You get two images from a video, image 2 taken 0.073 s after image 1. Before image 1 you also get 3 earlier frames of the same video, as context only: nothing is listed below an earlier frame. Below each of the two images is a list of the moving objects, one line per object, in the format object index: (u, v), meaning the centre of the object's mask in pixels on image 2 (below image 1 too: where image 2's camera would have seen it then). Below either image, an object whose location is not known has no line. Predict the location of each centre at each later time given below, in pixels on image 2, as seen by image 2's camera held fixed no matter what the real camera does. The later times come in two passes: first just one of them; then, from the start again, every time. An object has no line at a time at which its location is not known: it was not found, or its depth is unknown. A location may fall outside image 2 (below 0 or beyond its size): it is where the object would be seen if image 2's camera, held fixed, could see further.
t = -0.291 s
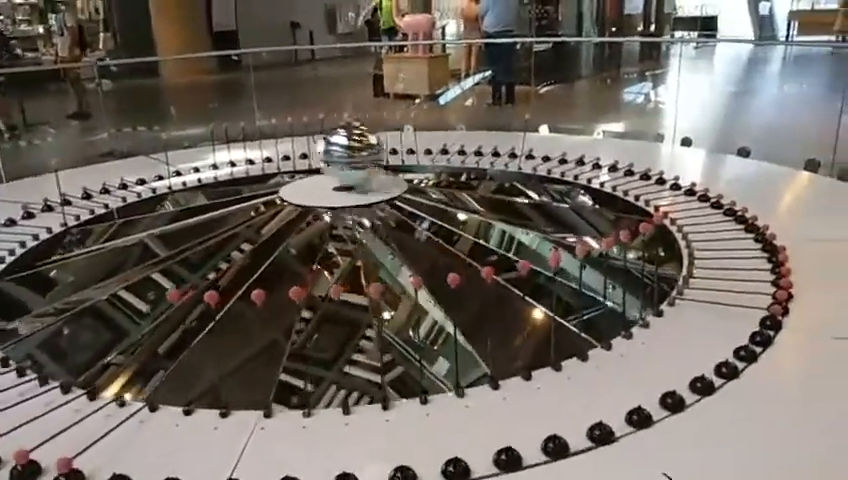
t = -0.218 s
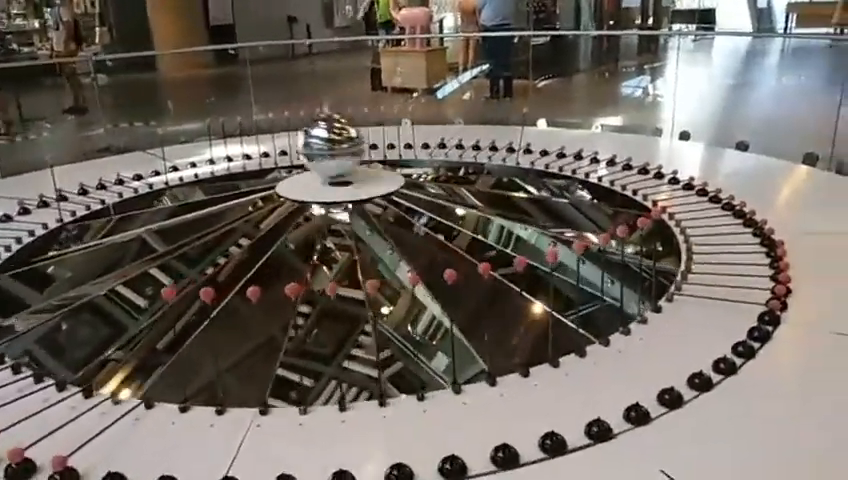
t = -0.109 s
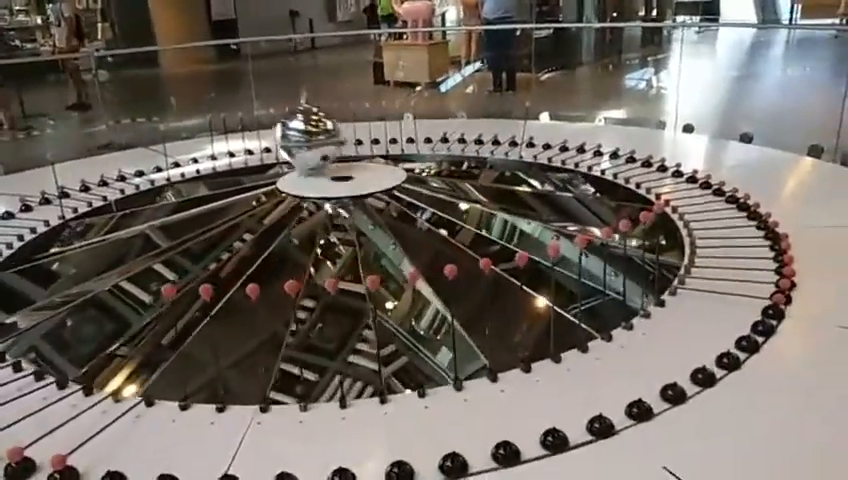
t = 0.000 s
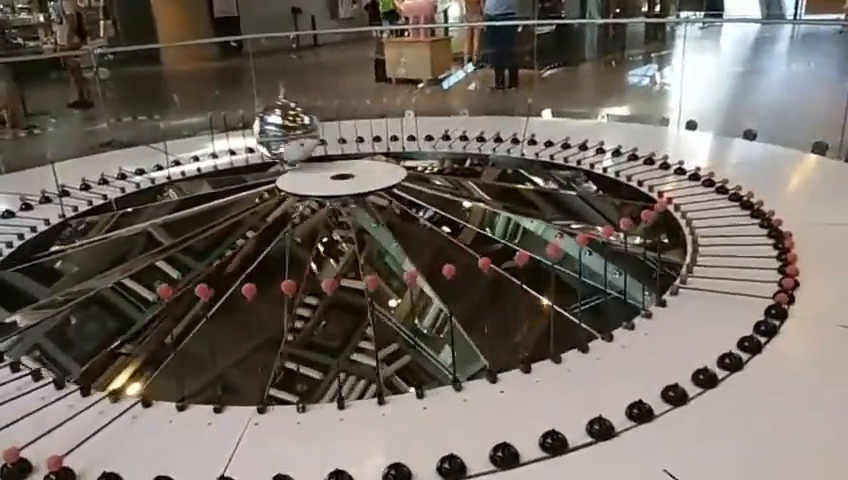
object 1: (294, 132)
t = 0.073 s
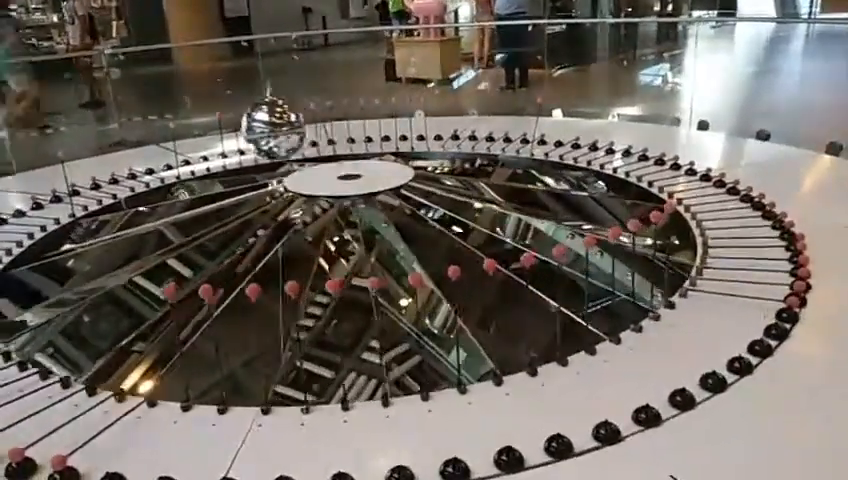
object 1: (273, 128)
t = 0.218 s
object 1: (248, 124)
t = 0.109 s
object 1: (266, 127)
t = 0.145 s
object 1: (260, 126)
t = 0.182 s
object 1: (253, 124)
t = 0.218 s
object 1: (248, 124)
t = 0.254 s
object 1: (242, 124)
